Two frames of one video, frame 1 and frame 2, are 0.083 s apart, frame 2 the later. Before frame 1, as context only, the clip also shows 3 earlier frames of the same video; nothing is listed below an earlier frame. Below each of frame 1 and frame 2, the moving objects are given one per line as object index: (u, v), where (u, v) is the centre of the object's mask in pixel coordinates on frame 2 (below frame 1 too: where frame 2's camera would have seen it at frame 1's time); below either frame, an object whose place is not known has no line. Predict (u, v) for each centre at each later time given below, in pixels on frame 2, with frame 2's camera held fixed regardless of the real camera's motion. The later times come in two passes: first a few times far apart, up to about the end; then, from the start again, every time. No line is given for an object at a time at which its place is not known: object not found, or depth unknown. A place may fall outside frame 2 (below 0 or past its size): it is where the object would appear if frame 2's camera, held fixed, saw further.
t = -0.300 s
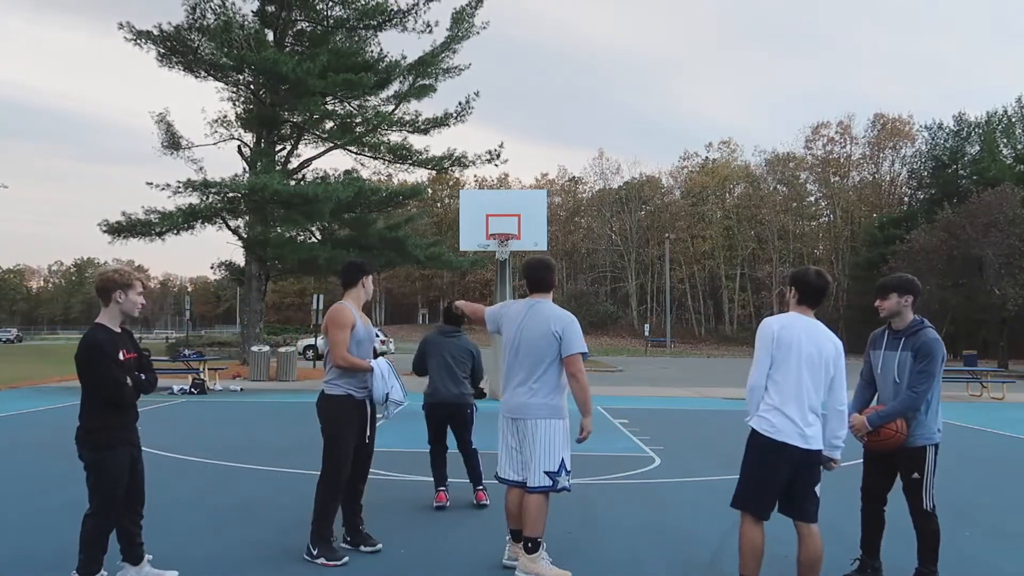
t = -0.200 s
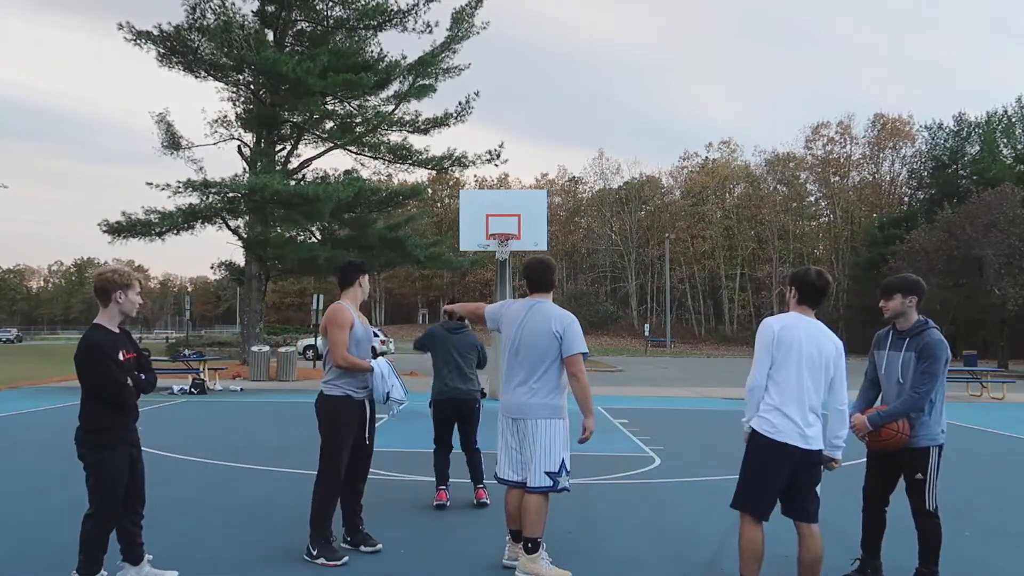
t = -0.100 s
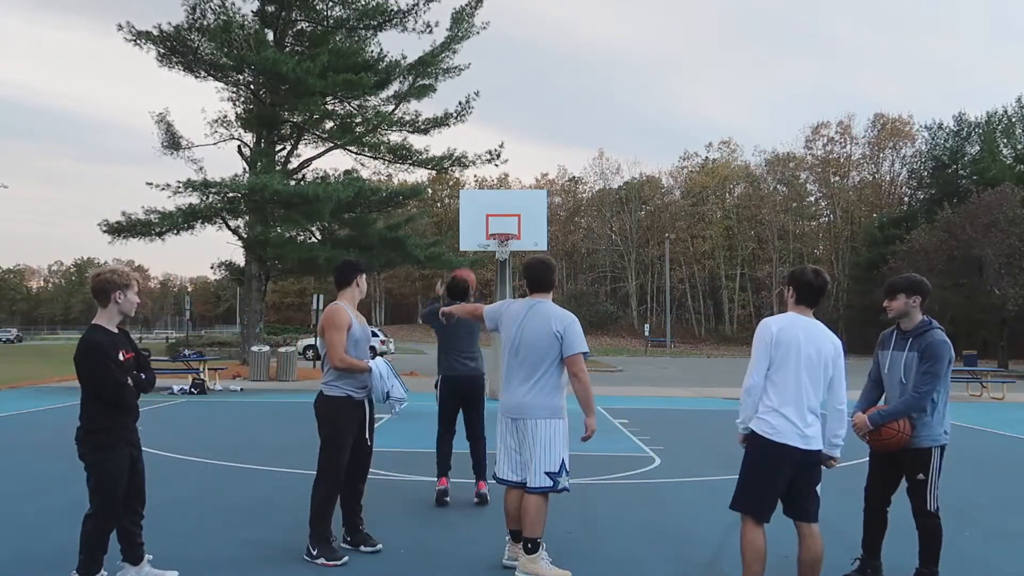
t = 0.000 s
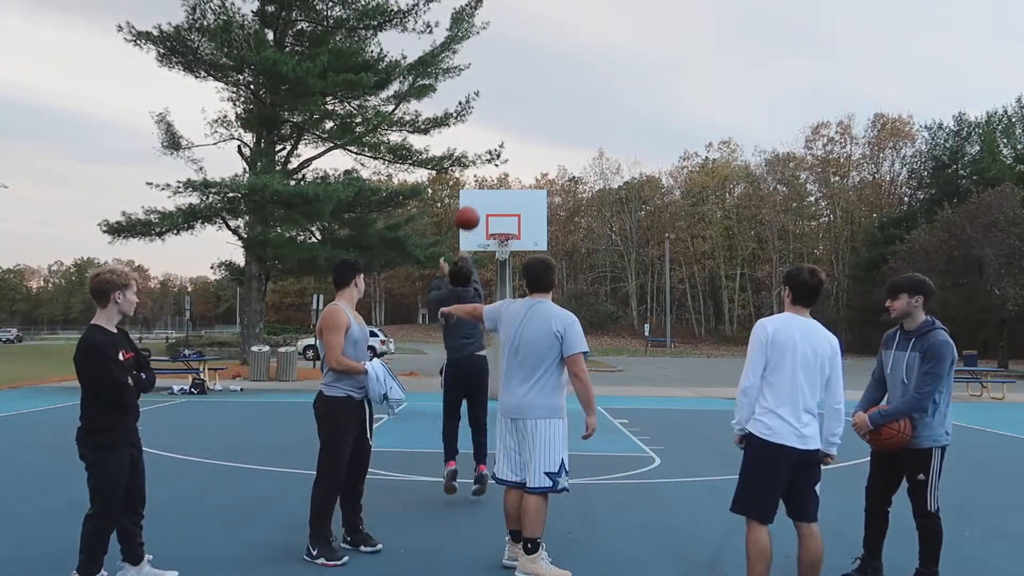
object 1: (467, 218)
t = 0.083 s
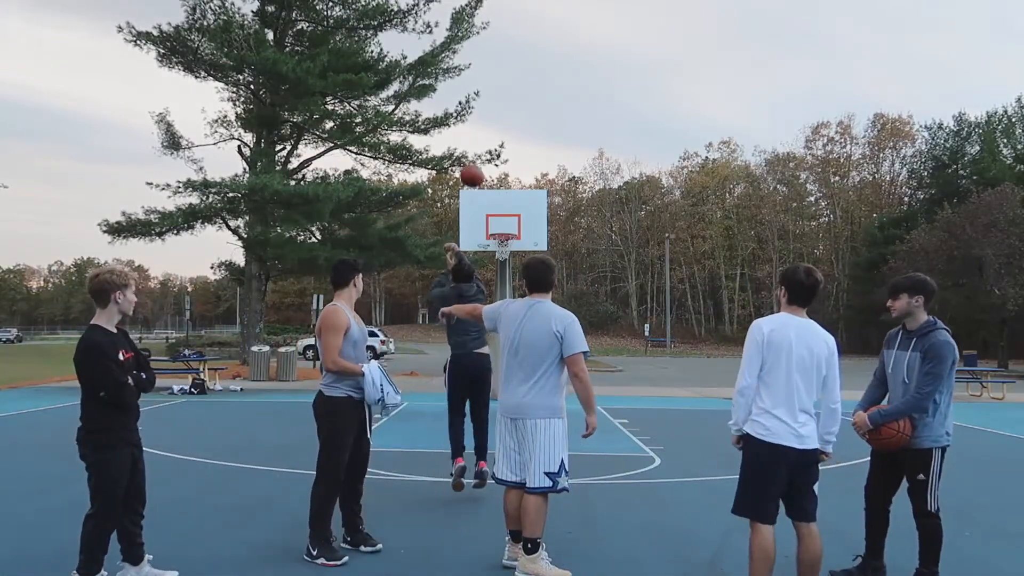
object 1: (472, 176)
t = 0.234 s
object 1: (479, 126)
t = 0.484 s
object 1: (488, 98)
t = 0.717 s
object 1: (495, 114)
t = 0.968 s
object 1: (500, 163)
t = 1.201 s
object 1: (504, 230)
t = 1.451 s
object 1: (503, 196)
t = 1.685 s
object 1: (502, 192)
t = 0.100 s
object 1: (472, 168)
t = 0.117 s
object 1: (473, 162)
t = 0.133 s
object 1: (474, 156)
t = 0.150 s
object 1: (475, 150)
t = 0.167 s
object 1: (476, 144)
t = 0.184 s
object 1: (477, 139)
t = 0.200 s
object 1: (477, 134)
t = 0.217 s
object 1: (478, 130)
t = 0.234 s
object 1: (479, 126)
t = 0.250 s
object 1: (479, 122)
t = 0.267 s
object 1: (480, 118)
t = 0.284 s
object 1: (481, 115)
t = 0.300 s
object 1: (481, 112)
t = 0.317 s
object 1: (482, 110)
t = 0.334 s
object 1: (483, 107)
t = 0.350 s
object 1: (483, 105)
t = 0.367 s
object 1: (484, 103)
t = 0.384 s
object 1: (485, 102)
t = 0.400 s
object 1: (485, 101)
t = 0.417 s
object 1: (486, 100)
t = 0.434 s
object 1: (486, 99)
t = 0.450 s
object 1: (487, 98)
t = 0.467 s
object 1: (488, 98)
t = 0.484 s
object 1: (488, 98)
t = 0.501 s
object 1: (489, 98)
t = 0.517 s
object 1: (489, 98)
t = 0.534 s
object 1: (490, 98)
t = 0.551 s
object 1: (490, 99)
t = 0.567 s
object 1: (491, 99)
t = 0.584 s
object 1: (491, 101)
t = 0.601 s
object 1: (492, 102)
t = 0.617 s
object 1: (492, 103)
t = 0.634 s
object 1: (493, 104)
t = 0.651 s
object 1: (493, 106)
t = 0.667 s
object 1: (494, 108)
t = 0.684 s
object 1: (494, 110)
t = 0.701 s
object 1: (495, 112)
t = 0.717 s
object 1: (495, 114)
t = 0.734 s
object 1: (495, 116)
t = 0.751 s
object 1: (496, 119)
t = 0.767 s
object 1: (496, 122)
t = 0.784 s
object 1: (496, 124)
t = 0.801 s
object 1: (497, 127)
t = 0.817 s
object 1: (497, 130)
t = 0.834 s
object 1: (498, 133)
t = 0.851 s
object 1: (498, 137)
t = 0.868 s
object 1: (498, 140)
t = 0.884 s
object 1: (499, 144)
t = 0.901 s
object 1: (499, 148)
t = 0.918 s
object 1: (499, 152)
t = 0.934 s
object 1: (500, 156)
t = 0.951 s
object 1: (500, 160)
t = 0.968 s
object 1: (500, 163)
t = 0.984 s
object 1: (501, 168)
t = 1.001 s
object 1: (501, 172)
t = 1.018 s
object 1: (501, 176)
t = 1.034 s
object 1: (501, 181)
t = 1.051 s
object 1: (501, 186)
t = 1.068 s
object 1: (501, 191)
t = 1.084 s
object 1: (502, 196)
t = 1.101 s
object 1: (502, 201)
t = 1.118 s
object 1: (502, 206)
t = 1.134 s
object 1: (502, 211)
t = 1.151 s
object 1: (503, 216)
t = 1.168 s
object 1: (503, 221)
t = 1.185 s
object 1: (503, 227)
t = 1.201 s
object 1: (504, 230)
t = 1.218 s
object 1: (504, 229)
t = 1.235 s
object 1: (503, 227)
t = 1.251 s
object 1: (503, 224)
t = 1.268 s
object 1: (503, 221)
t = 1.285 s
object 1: (503, 218)
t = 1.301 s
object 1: (503, 215)
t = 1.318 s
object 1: (503, 213)
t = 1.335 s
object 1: (503, 210)
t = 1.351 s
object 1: (503, 208)
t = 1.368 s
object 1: (503, 205)
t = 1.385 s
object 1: (503, 203)
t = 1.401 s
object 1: (503, 201)
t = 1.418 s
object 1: (503, 199)
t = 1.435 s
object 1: (503, 198)
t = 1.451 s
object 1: (503, 196)
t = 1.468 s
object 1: (503, 195)
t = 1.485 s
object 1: (503, 194)
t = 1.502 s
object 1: (503, 193)
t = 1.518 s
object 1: (503, 193)
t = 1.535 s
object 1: (503, 192)
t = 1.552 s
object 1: (503, 191)
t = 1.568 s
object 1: (503, 191)
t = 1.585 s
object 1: (503, 191)
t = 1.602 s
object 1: (502, 190)
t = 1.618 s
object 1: (502, 191)
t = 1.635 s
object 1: (502, 191)
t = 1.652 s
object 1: (502, 191)
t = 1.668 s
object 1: (502, 191)
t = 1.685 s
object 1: (502, 192)
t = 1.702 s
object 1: (502, 193)
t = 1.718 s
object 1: (502, 194)
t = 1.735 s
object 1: (502, 196)
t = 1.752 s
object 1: (502, 198)
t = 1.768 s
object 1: (501, 200)
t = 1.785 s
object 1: (501, 203)
